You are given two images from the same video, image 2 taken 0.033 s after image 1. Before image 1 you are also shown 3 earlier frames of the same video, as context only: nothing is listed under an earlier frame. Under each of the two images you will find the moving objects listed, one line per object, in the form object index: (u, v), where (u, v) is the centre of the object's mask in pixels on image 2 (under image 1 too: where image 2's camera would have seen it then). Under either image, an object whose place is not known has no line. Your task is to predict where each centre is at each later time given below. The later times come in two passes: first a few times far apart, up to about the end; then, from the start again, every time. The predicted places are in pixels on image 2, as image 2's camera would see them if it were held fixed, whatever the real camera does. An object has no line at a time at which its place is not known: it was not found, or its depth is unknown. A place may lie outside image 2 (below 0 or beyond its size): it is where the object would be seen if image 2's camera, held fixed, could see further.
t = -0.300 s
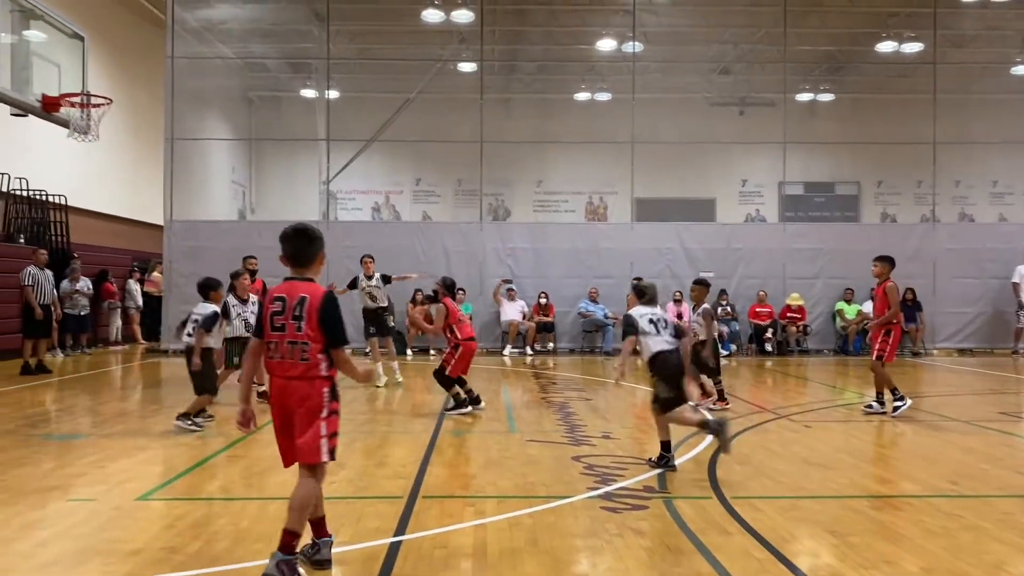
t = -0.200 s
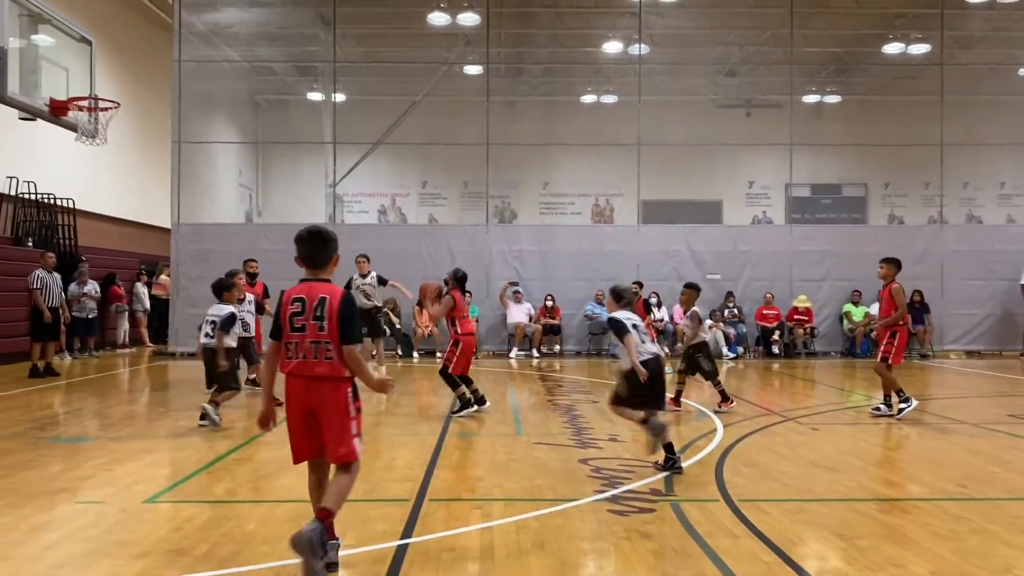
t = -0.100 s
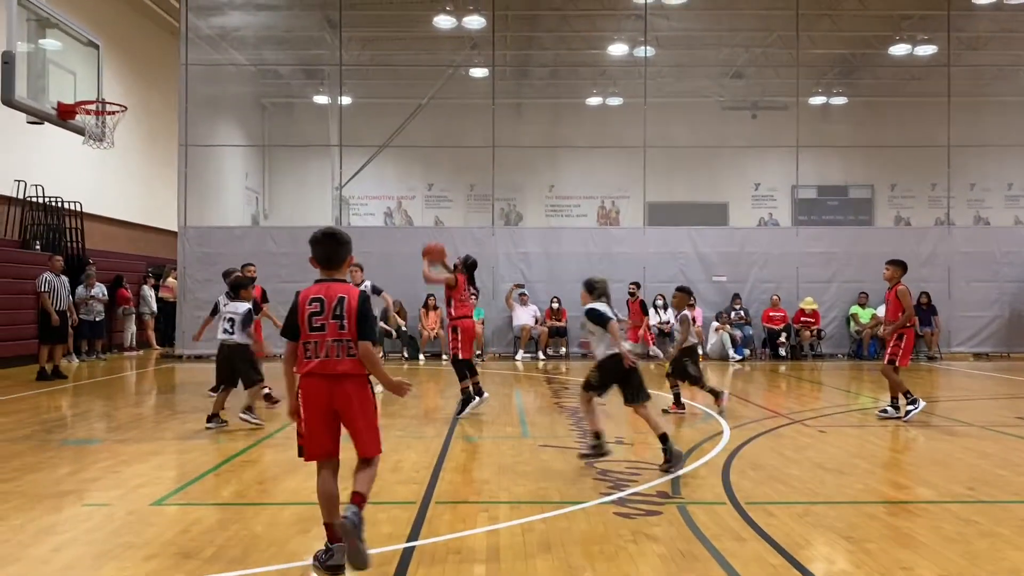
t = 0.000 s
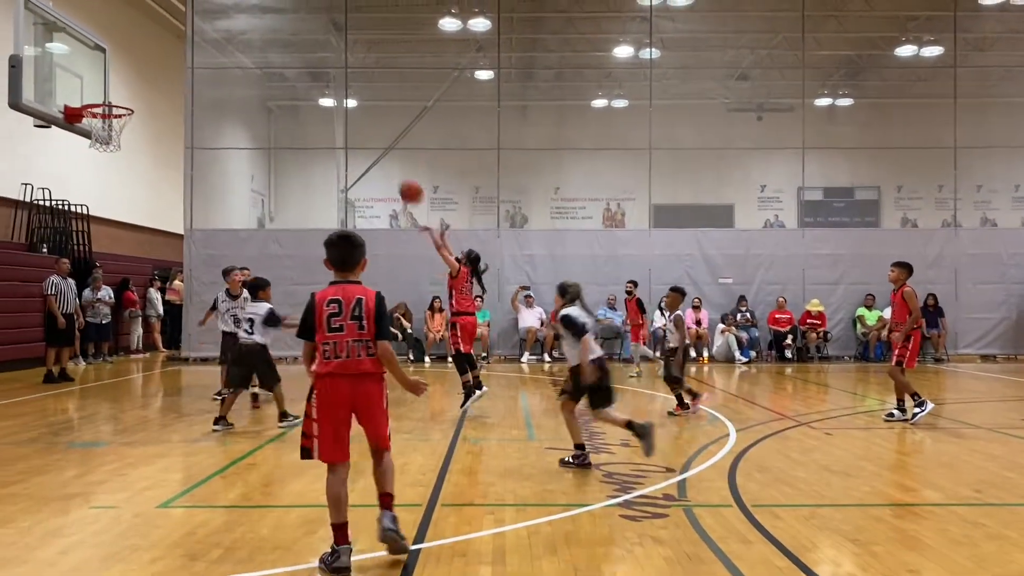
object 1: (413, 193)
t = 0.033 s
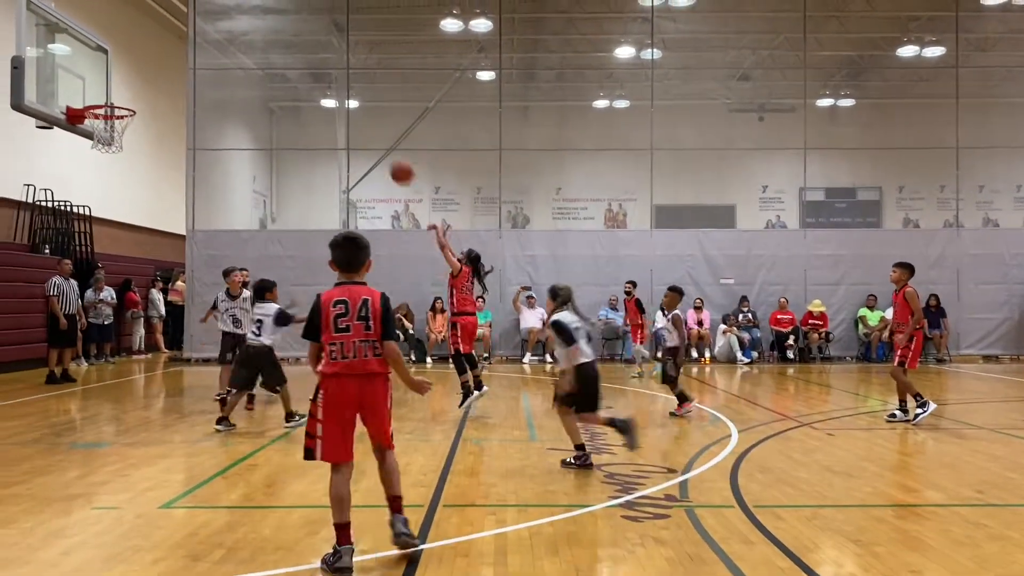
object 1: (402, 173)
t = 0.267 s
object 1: (330, 67)
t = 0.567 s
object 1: (244, 18)
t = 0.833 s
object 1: (171, 49)
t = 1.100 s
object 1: (112, 91)
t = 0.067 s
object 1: (392, 155)
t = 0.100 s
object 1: (380, 136)
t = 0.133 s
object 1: (370, 120)
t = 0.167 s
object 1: (360, 105)
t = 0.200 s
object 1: (349, 90)
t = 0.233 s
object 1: (340, 78)
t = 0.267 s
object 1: (330, 67)
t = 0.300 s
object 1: (320, 57)
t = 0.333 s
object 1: (310, 48)
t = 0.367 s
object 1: (300, 40)
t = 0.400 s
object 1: (291, 34)
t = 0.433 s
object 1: (281, 29)
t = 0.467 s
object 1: (272, 24)
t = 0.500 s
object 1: (262, 21)
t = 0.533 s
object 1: (253, 19)
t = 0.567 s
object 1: (244, 18)
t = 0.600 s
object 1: (234, 18)
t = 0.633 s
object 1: (225, 19)
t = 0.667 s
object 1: (216, 22)
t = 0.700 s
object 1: (207, 25)
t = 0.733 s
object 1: (198, 30)
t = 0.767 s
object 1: (188, 36)
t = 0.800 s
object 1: (180, 42)
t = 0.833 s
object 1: (171, 49)
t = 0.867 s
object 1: (162, 58)
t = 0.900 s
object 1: (154, 68)
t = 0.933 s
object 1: (145, 78)
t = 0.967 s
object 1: (137, 89)
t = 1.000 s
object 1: (130, 100)
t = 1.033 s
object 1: (123, 104)
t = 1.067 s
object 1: (117, 97)
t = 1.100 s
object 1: (112, 91)
